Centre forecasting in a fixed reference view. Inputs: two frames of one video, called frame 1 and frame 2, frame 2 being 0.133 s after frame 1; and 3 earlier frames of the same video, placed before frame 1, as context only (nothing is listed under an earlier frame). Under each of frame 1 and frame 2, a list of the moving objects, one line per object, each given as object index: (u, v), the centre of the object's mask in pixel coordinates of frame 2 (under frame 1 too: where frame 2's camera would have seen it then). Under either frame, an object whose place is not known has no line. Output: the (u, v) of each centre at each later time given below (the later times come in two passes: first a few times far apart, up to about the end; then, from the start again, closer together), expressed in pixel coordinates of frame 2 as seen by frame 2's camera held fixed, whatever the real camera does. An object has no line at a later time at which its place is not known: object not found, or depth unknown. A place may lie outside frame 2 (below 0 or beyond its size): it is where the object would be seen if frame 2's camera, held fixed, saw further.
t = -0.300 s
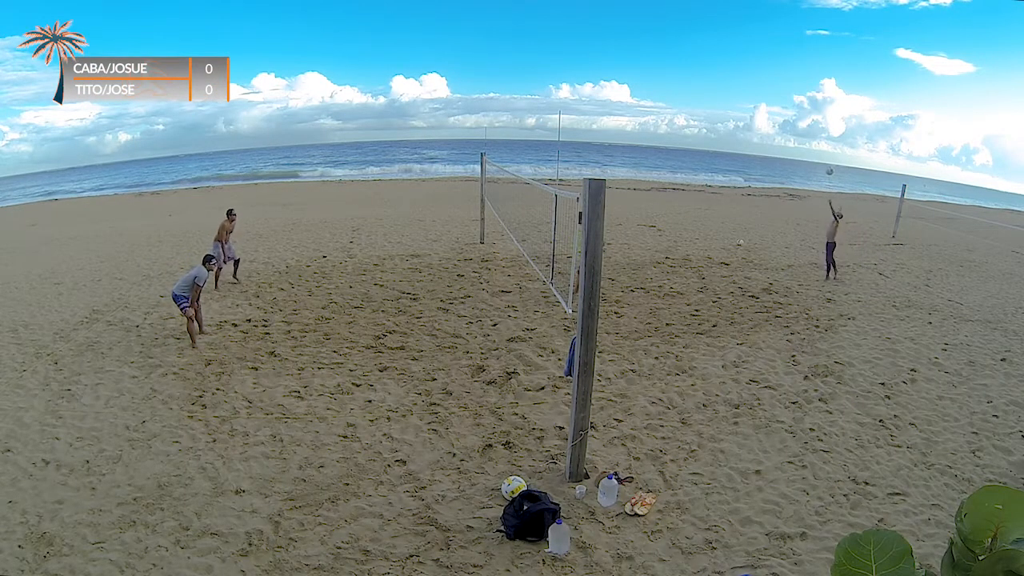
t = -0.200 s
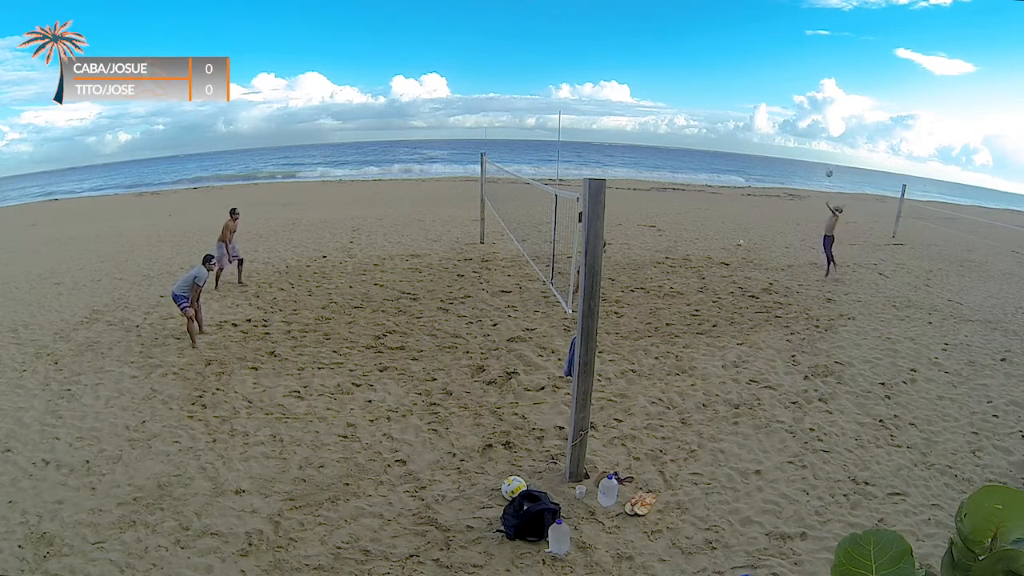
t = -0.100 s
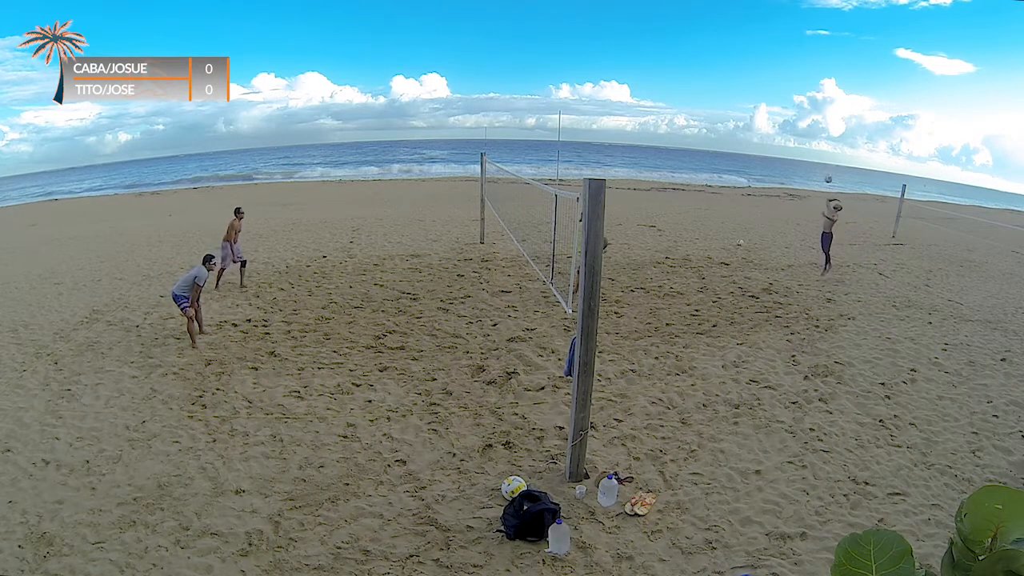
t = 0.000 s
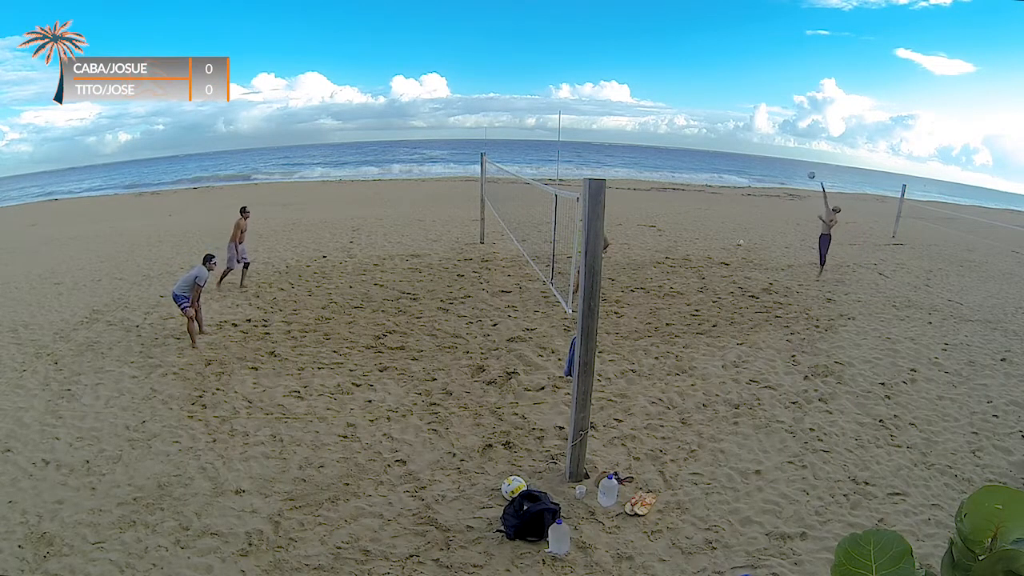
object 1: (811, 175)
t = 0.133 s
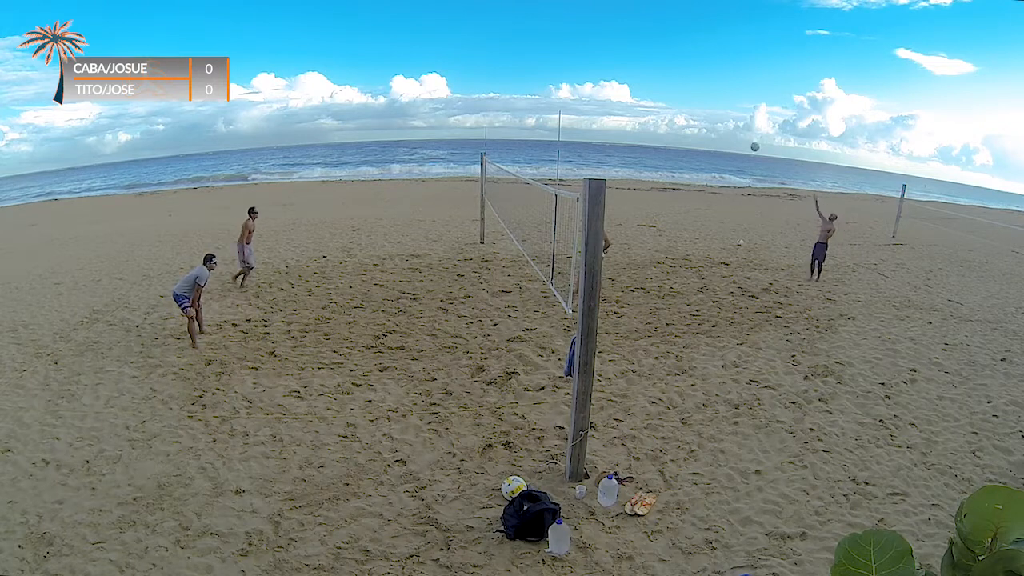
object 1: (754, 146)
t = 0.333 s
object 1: (658, 119)
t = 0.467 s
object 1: (591, 113)
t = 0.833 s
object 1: (415, 145)
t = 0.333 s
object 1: (658, 119)
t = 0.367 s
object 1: (642, 117)
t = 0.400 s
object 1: (625, 115)
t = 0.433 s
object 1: (608, 114)
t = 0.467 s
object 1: (591, 113)
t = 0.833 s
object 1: (415, 145)
